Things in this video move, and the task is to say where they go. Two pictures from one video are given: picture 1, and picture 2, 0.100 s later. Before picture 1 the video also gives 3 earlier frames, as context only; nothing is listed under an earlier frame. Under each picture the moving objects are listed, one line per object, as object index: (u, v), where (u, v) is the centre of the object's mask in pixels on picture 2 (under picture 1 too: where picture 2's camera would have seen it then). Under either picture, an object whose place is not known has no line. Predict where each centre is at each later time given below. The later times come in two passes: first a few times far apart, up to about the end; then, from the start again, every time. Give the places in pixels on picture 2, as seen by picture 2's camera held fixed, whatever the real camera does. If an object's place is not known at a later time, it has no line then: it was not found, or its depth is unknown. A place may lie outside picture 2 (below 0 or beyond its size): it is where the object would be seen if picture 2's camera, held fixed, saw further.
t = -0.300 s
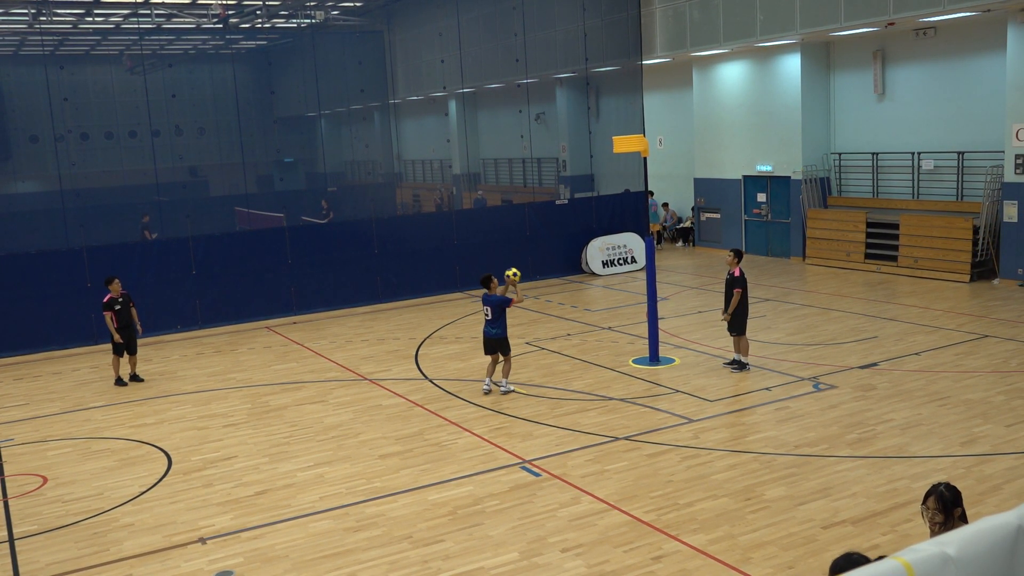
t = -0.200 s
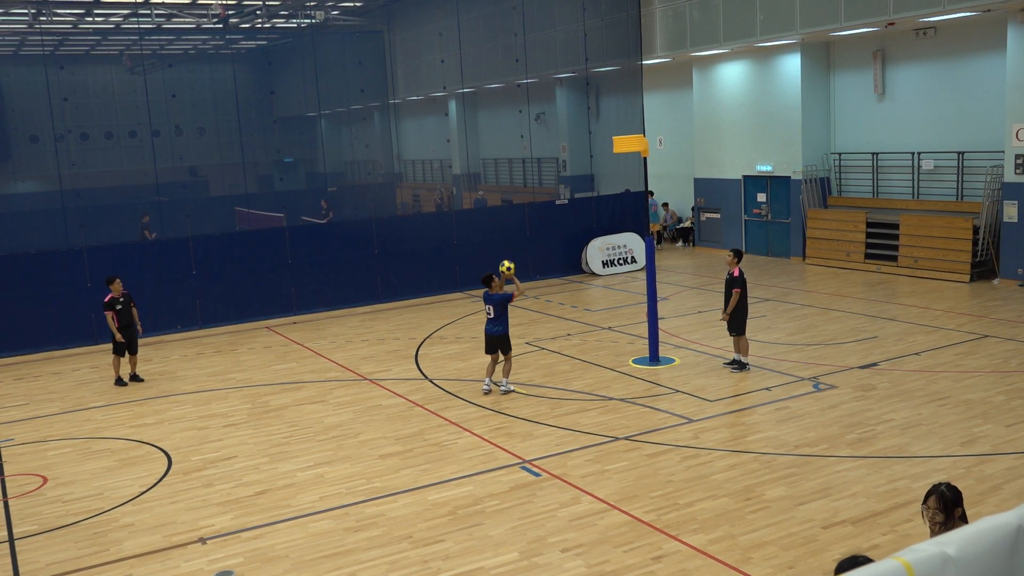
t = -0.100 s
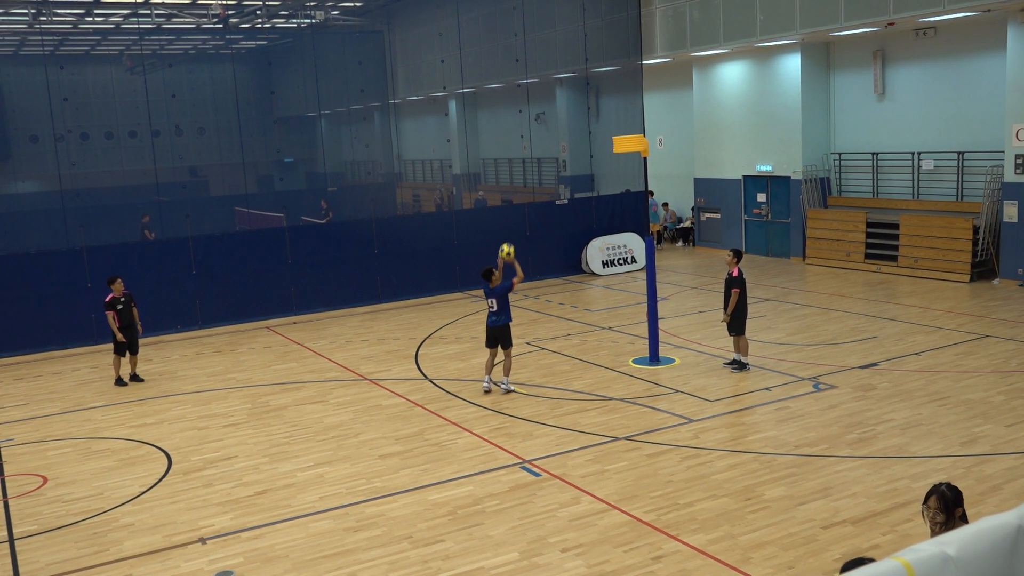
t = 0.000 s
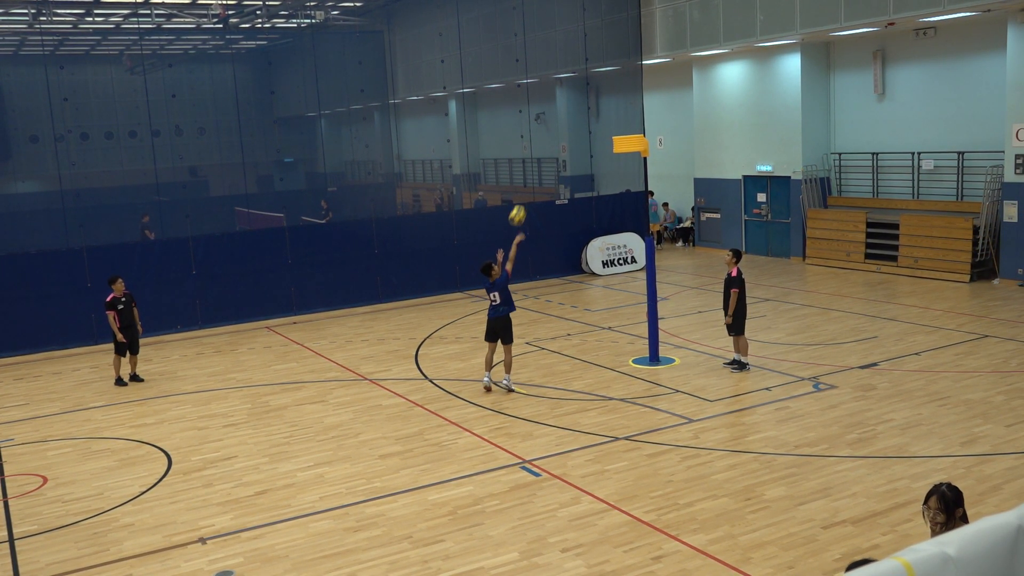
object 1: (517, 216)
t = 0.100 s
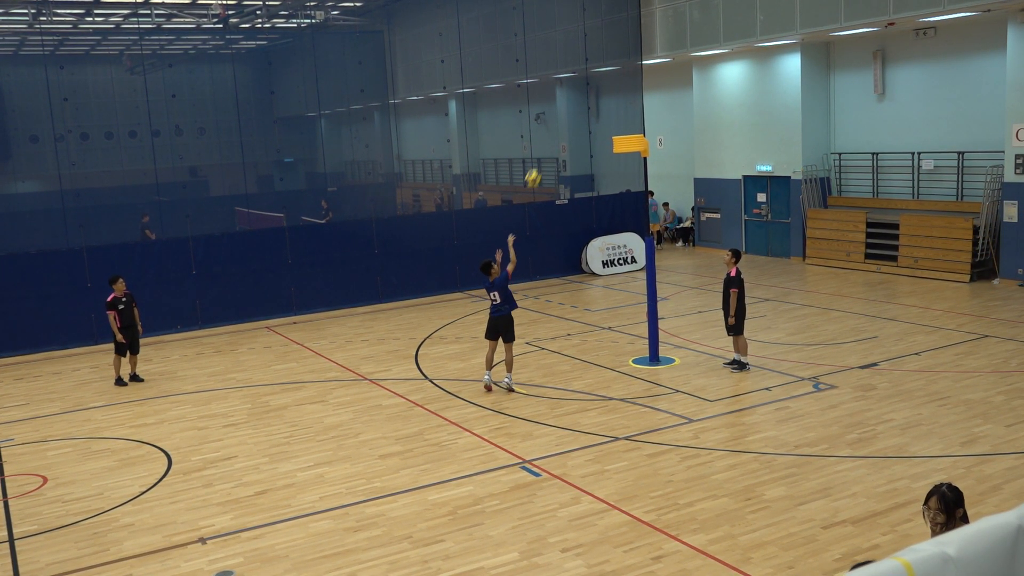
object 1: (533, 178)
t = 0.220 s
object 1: (552, 144)
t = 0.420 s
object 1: (583, 111)
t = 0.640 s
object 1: (616, 104)
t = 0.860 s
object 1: (650, 131)
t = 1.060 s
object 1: (679, 180)
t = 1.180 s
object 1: (696, 219)
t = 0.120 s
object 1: (536, 172)
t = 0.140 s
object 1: (539, 166)
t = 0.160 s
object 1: (542, 160)
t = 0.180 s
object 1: (546, 154)
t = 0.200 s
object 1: (549, 149)
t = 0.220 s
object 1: (552, 144)
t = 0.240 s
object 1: (555, 140)
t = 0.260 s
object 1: (558, 135)
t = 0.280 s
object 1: (561, 131)
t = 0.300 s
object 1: (564, 127)
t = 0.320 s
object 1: (567, 124)
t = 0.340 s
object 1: (570, 120)
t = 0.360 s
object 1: (573, 117)
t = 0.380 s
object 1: (577, 115)
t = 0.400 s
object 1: (580, 112)
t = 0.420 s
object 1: (583, 111)
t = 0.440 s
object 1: (586, 109)
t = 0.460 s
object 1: (589, 107)
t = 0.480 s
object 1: (592, 106)
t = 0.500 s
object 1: (595, 104)
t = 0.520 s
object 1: (598, 104)
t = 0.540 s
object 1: (601, 103)
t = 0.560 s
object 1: (604, 103)
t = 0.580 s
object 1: (607, 103)
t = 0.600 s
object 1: (610, 103)
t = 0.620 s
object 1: (614, 104)
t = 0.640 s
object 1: (616, 104)
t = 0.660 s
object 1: (620, 106)
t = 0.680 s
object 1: (623, 107)
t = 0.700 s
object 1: (626, 109)
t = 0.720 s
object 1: (629, 111)
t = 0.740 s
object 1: (632, 113)
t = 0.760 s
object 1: (635, 115)
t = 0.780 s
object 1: (638, 118)
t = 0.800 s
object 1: (641, 121)
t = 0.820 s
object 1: (644, 124)
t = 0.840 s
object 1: (647, 127)
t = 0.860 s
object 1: (650, 131)
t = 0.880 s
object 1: (653, 135)
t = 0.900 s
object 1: (656, 139)
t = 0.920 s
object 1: (659, 143)
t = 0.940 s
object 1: (662, 148)
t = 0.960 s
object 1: (665, 153)
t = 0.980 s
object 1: (668, 158)
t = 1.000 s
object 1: (671, 163)
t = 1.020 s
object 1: (673, 168)
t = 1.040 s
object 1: (676, 174)
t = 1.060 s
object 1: (679, 180)
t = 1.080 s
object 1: (682, 186)
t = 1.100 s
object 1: (684, 192)
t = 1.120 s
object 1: (688, 198)
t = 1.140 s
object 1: (691, 205)
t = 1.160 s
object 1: (693, 212)
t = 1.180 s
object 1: (696, 219)
